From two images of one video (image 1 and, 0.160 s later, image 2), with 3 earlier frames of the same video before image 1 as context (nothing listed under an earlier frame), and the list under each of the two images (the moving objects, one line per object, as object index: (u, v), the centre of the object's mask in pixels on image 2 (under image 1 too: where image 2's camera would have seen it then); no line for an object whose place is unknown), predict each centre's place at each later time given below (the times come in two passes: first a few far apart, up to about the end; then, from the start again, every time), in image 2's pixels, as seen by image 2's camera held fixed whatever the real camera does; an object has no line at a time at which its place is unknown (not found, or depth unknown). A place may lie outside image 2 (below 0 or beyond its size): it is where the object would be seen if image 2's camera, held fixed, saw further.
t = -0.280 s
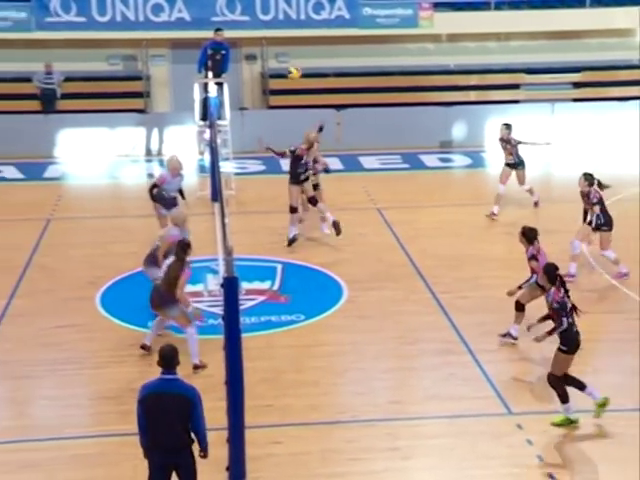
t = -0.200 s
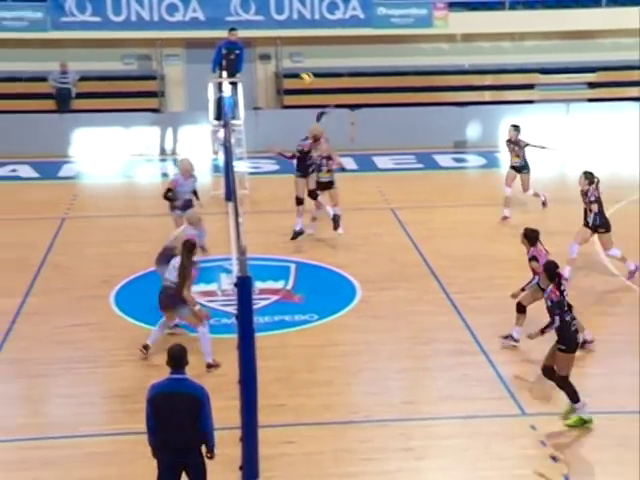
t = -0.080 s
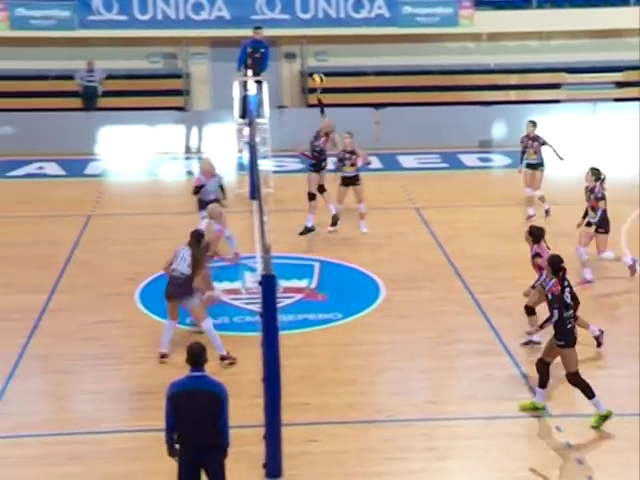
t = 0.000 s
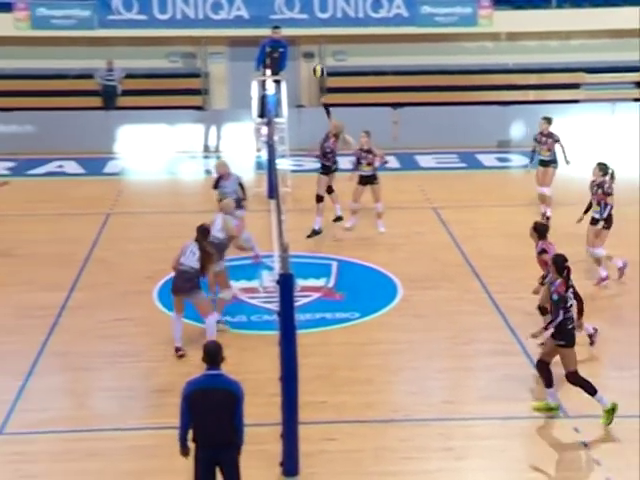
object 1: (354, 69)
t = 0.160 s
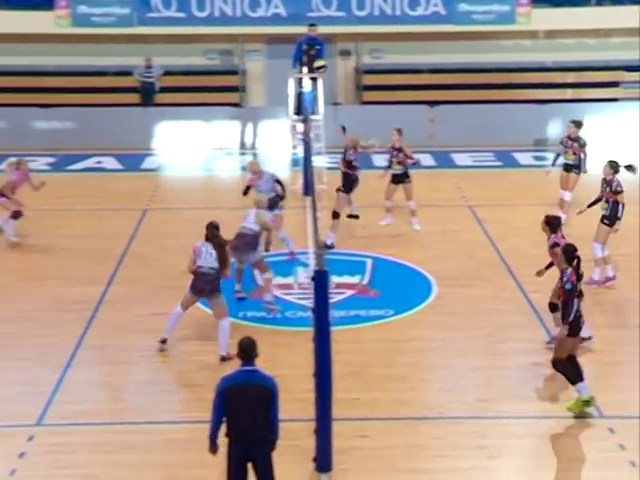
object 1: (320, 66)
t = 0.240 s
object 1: (302, 70)
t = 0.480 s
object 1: (250, 107)
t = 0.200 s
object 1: (311, 67)
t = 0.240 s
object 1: (302, 70)
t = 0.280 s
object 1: (293, 74)
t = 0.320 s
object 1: (284, 79)
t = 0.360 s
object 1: (276, 84)
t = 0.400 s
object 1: (268, 92)
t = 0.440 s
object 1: (259, 100)
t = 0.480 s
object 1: (250, 107)
